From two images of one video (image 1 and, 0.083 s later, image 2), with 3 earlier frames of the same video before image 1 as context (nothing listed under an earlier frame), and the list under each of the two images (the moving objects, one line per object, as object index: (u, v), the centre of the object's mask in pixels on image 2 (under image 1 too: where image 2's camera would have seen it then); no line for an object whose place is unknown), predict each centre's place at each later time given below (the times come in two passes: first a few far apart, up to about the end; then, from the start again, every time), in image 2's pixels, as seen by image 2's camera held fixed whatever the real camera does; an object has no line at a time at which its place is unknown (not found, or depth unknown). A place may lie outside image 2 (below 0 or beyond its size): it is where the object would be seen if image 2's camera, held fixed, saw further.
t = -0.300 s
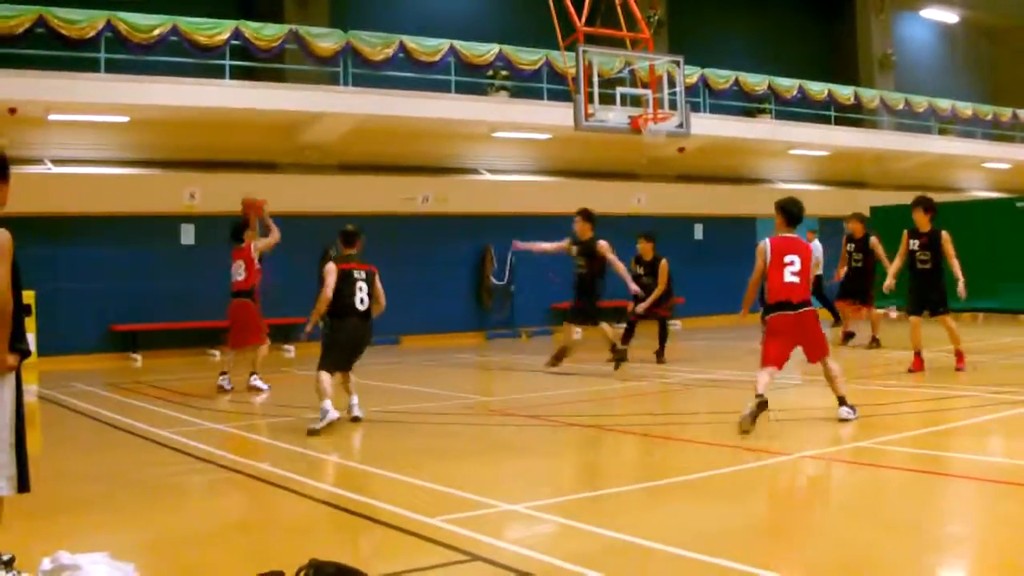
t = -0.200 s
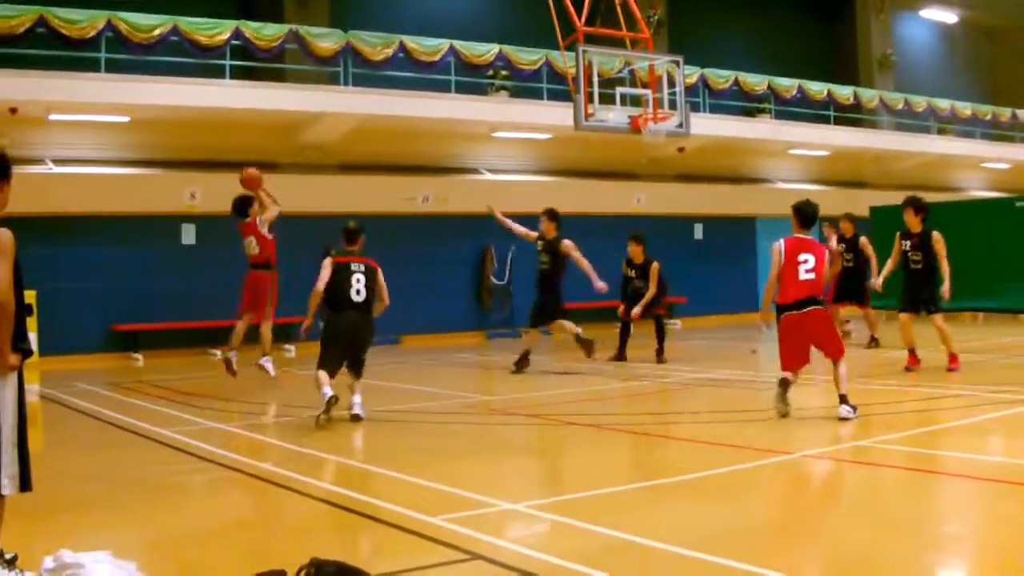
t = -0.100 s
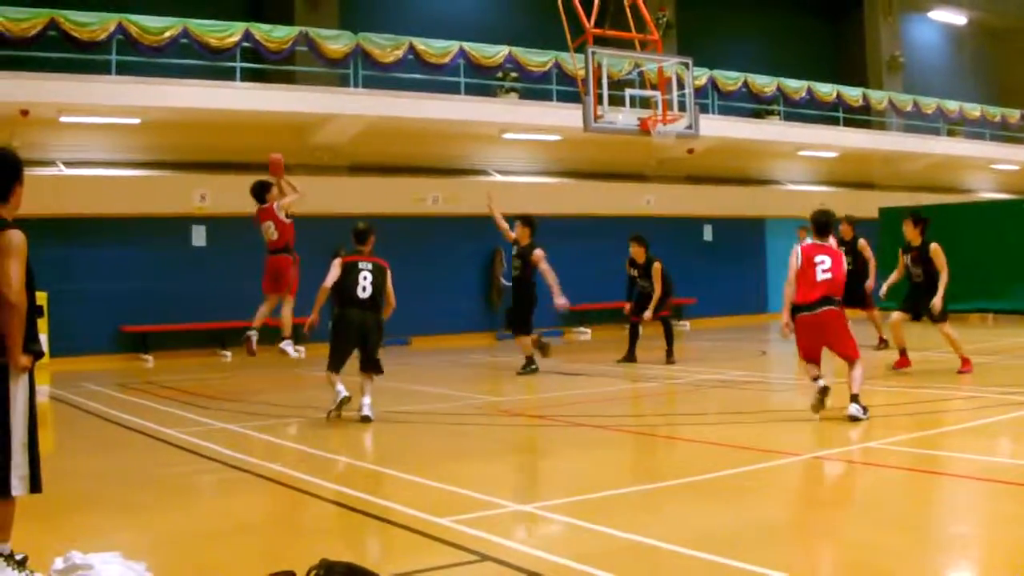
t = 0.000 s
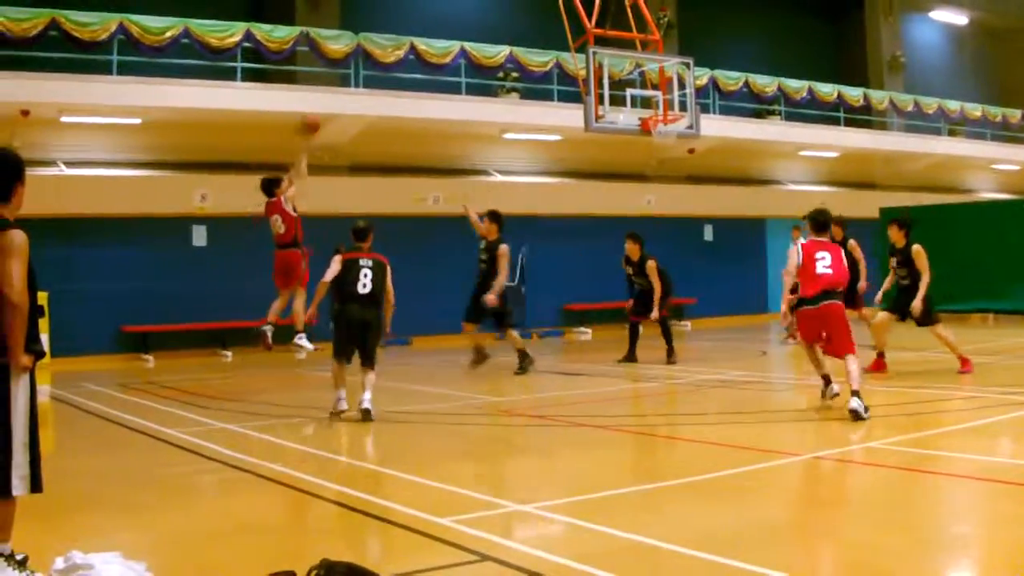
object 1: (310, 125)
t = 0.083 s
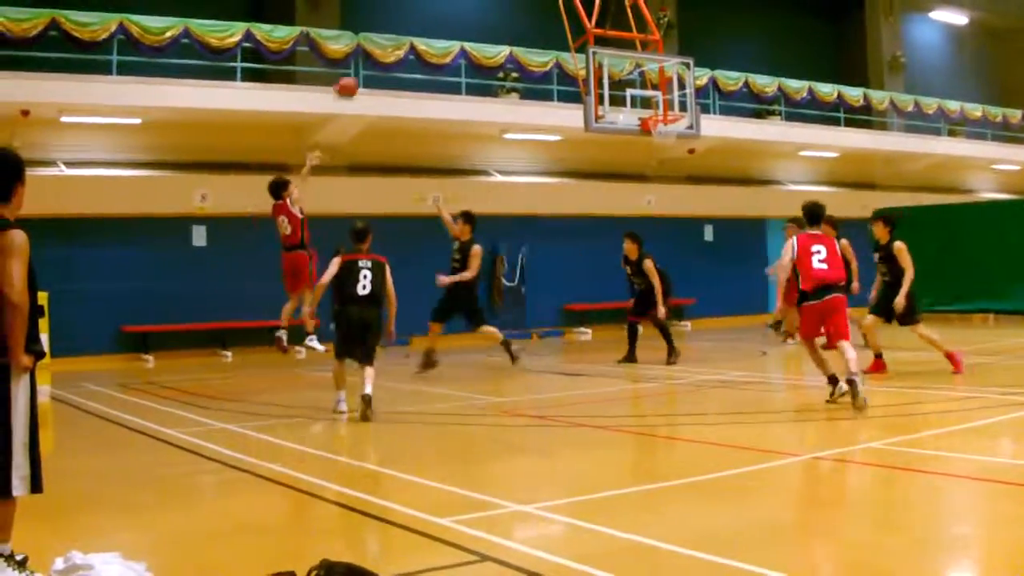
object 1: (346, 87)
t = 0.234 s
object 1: (408, 42)
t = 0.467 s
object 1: (495, 16)
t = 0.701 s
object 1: (573, 35)
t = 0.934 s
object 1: (645, 95)
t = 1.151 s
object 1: (670, 64)
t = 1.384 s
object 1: (687, 49)
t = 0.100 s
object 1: (354, 81)
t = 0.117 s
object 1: (361, 75)
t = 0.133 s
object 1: (368, 70)
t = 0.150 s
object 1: (373, 64)
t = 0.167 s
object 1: (379, 60)
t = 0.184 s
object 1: (386, 58)
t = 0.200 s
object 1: (396, 51)
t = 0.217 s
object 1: (400, 48)
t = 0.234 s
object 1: (408, 42)
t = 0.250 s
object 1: (414, 40)
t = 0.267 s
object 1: (420, 36)
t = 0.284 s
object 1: (427, 32)
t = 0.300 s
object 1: (435, 29)
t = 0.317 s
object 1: (440, 27)
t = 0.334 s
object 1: (447, 26)
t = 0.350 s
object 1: (452, 25)
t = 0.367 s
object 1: (460, 21)
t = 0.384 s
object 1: (465, 20)
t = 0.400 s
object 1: (471, 19)
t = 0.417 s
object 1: (477, 18)
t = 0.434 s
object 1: (483, 17)
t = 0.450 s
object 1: (489, 16)
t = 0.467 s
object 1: (495, 16)
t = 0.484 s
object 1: (501, 16)
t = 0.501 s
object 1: (507, 16)
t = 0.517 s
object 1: (512, 16)
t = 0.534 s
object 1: (517, 16)
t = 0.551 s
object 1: (524, 17)
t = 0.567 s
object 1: (530, 19)
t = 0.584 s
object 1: (536, 20)
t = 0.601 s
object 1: (540, 21)
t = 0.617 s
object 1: (547, 24)
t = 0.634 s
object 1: (552, 24)
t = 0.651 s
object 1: (556, 27)
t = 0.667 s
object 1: (563, 30)
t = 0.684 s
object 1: (569, 32)
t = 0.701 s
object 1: (573, 35)
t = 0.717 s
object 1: (579, 38)
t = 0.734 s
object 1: (583, 40)
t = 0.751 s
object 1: (587, 43)
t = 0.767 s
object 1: (593, 45)
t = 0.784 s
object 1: (600, 52)
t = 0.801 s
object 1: (604, 57)
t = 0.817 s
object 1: (608, 62)
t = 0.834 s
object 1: (614, 68)
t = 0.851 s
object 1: (619, 70)
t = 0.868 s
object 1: (624, 73)
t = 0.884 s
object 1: (629, 79)
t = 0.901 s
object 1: (635, 83)
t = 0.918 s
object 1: (641, 88)
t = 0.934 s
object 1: (645, 95)
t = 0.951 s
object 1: (651, 101)
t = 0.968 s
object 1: (655, 102)
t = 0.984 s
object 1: (657, 102)
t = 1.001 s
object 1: (657, 100)
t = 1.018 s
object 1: (659, 95)
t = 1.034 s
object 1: (659, 92)
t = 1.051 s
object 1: (660, 88)
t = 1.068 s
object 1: (660, 82)
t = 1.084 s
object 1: (664, 79)
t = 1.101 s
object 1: (666, 73)
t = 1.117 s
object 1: (667, 72)
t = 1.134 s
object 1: (669, 68)
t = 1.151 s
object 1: (670, 64)
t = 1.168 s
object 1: (671, 61)
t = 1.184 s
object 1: (673, 58)
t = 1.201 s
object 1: (673, 58)
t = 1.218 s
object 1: (675, 55)
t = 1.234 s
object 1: (675, 54)
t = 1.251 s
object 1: (677, 52)
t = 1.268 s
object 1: (679, 50)
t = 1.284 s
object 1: (679, 49)
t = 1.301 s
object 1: (682, 48)
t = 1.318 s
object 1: (682, 48)
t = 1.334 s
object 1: (683, 48)
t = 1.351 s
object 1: (685, 48)
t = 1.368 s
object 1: (686, 48)
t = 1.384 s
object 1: (687, 49)
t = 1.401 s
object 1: (689, 49)
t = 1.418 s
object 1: (690, 49)
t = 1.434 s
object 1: (691, 49)
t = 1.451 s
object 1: (692, 50)
